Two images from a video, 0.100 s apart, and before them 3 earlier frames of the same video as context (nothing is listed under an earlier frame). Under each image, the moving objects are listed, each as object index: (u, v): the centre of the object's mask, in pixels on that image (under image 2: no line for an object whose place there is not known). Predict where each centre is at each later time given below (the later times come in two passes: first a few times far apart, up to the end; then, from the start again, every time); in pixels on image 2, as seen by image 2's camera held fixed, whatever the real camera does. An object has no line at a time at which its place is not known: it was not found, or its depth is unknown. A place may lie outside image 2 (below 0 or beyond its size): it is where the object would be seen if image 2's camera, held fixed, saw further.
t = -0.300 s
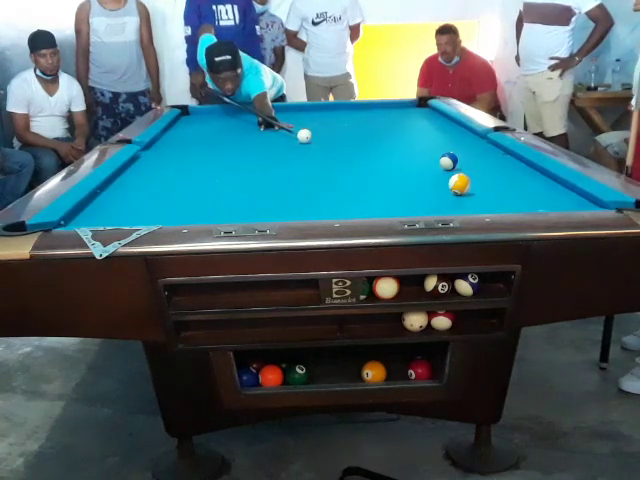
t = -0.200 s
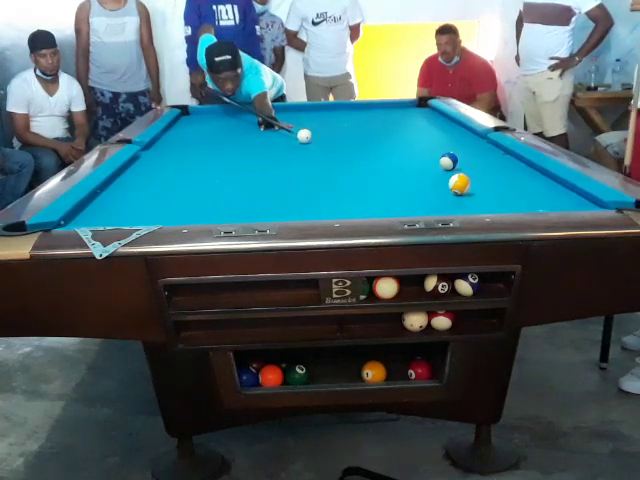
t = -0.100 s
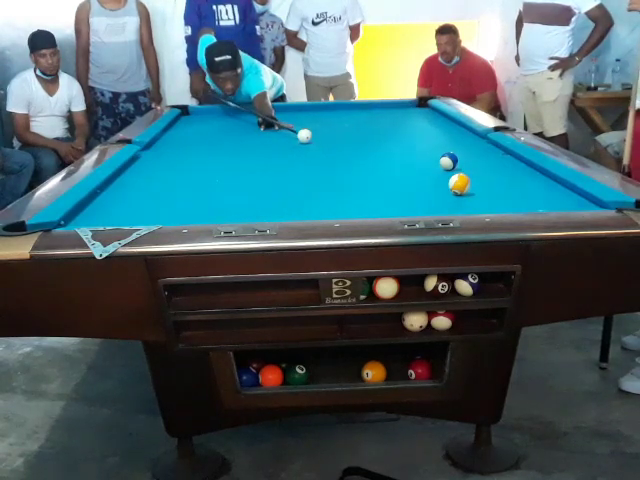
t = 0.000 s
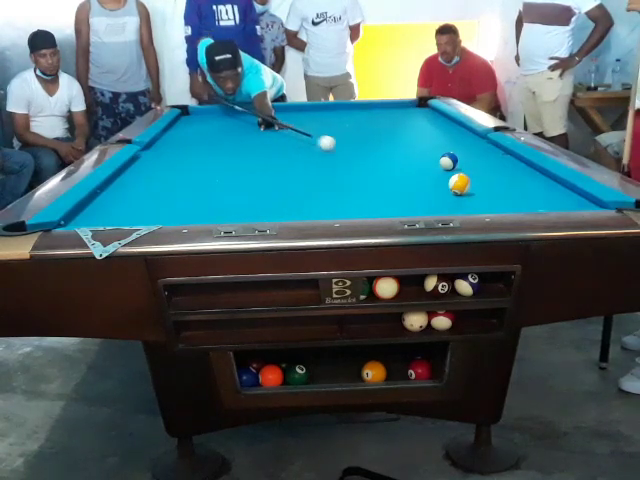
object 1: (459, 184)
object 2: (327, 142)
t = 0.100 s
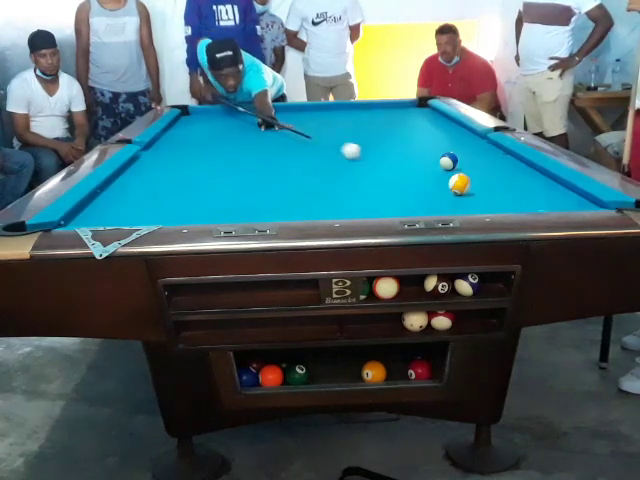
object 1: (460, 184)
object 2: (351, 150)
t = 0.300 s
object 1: (460, 184)
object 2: (408, 169)
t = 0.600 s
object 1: (556, 200)
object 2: (435, 190)
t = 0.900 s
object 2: (436, 206)
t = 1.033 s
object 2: (432, 207)
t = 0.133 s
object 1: (459, 184)
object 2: (359, 153)
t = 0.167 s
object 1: (460, 184)
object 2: (368, 156)
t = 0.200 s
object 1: (459, 184)
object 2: (377, 159)
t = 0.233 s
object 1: (460, 184)
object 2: (387, 162)
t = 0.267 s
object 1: (460, 184)
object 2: (397, 166)
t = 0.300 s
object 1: (460, 184)
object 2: (408, 169)
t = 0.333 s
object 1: (459, 184)
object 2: (419, 173)
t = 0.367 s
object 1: (459, 184)
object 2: (431, 177)
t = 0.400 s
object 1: (461, 184)
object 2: (440, 180)
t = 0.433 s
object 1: (477, 187)
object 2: (439, 182)
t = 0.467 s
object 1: (494, 190)
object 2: (437, 183)
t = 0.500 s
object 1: (510, 193)
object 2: (435, 185)
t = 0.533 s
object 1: (526, 196)
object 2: (435, 187)
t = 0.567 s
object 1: (542, 198)
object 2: (435, 189)
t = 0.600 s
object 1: (556, 200)
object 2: (435, 190)
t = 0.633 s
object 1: (571, 201)
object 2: (435, 193)
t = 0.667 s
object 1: (586, 203)
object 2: (435, 195)
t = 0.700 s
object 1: (603, 204)
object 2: (436, 197)
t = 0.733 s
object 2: (436, 199)
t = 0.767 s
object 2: (436, 201)
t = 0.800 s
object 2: (436, 202)
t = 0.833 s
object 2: (436, 204)
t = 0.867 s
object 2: (436, 205)
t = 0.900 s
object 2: (436, 206)
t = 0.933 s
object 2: (436, 207)
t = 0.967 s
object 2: (436, 208)
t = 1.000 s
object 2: (434, 208)
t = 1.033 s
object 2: (432, 207)
